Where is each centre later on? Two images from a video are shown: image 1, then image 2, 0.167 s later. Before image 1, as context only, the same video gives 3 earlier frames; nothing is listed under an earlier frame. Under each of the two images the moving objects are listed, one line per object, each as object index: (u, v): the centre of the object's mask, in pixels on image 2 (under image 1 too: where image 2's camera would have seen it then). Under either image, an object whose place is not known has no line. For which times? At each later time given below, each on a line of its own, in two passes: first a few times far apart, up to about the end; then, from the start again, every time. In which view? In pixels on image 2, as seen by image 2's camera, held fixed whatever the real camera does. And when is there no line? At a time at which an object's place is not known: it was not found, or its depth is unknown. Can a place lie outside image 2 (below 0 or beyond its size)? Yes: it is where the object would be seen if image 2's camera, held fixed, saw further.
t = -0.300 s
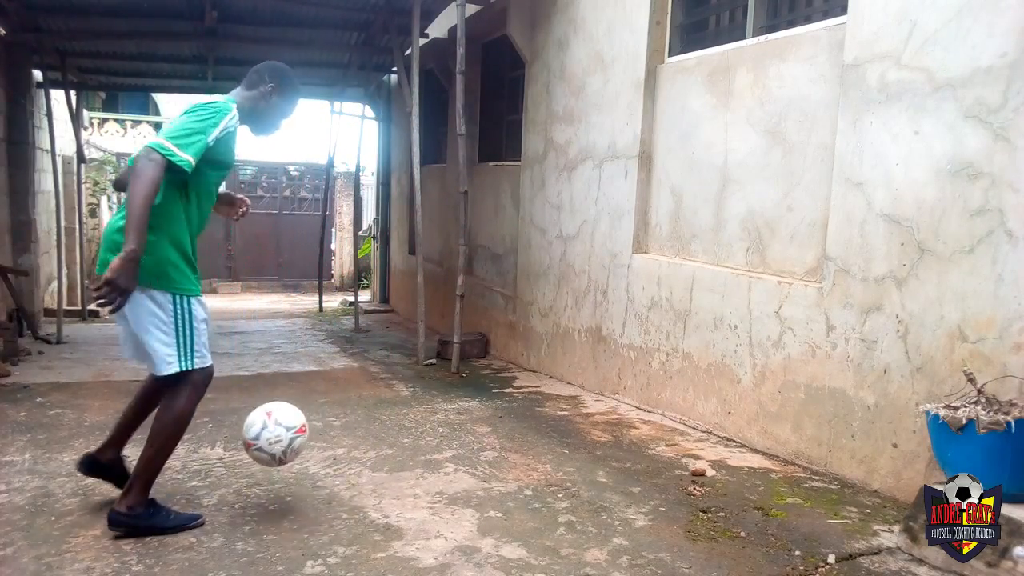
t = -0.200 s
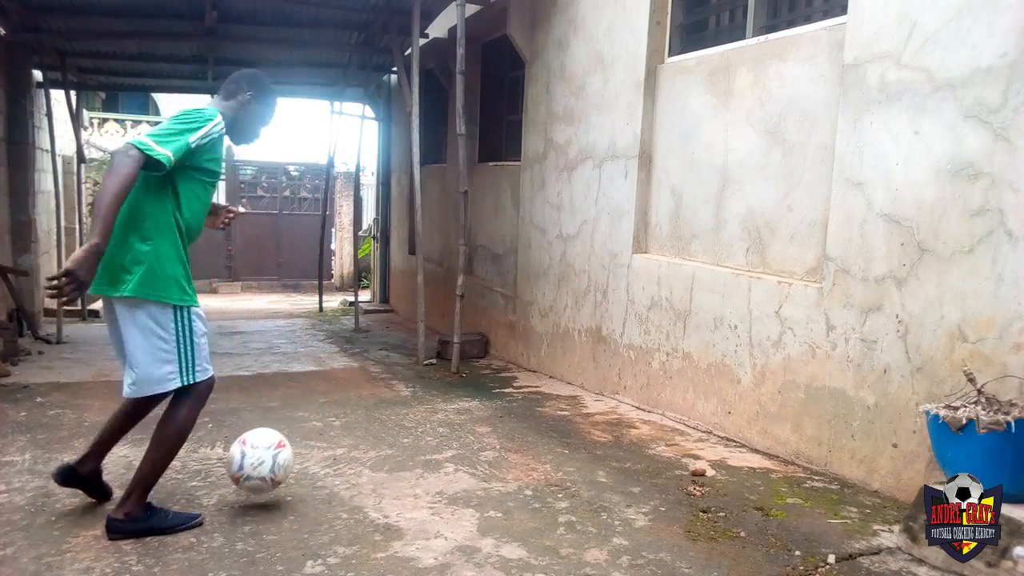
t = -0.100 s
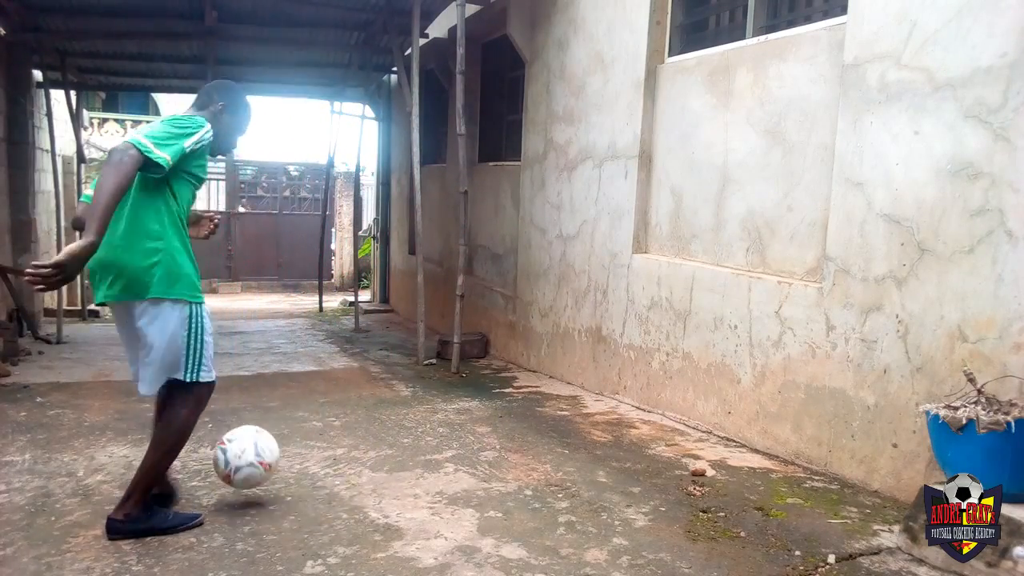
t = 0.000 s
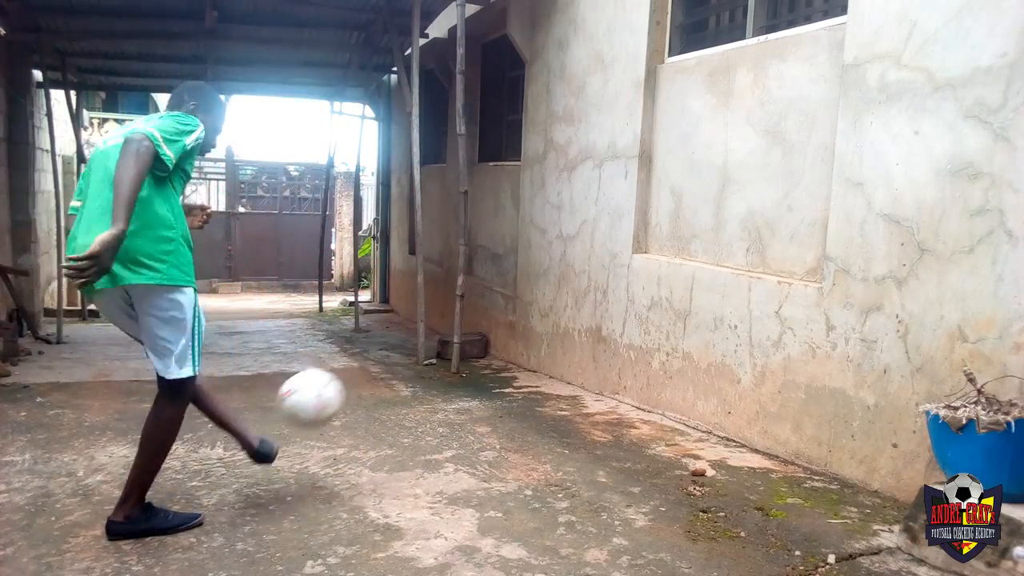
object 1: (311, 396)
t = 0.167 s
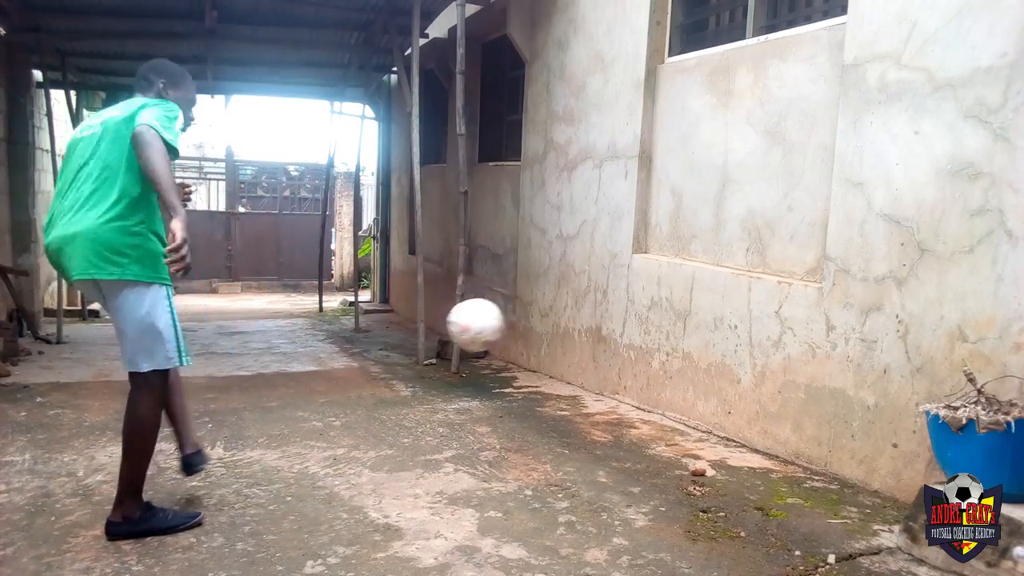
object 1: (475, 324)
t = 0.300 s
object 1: (581, 318)
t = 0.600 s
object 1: (566, 407)
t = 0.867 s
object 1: (443, 363)
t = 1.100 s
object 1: (319, 416)
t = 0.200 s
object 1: (504, 320)
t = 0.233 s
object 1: (530, 314)
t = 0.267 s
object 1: (556, 314)
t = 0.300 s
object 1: (581, 318)
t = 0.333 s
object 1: (604, 322)
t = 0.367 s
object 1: (626, 328)
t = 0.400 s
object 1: (646, 336)
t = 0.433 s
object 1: (665, 347)
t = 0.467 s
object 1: (646, 357)
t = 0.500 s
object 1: (626, 369)
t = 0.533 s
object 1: (605, 383)
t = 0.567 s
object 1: (583, 402)
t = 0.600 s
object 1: (566, 407)
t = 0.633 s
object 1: (551, 393)
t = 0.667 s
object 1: (535, 382)
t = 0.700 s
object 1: (520, 373)
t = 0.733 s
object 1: (506, 368)
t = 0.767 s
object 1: (492, 365)
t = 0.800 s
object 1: (476, 361)
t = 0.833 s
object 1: (459, 361)
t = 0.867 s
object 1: (443, 363)
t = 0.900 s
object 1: (425, 367)
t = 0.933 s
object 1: (408, 374)
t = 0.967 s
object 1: (391, 384)
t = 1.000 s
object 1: (373, 398)
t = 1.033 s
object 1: (356, 413)
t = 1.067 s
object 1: (338, 427)
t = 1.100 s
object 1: (319, 416)
